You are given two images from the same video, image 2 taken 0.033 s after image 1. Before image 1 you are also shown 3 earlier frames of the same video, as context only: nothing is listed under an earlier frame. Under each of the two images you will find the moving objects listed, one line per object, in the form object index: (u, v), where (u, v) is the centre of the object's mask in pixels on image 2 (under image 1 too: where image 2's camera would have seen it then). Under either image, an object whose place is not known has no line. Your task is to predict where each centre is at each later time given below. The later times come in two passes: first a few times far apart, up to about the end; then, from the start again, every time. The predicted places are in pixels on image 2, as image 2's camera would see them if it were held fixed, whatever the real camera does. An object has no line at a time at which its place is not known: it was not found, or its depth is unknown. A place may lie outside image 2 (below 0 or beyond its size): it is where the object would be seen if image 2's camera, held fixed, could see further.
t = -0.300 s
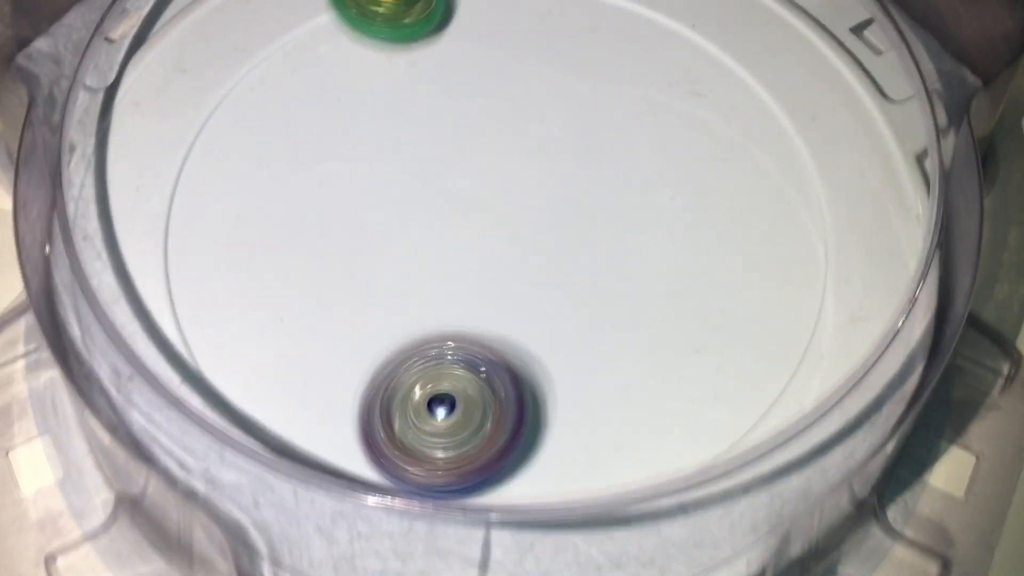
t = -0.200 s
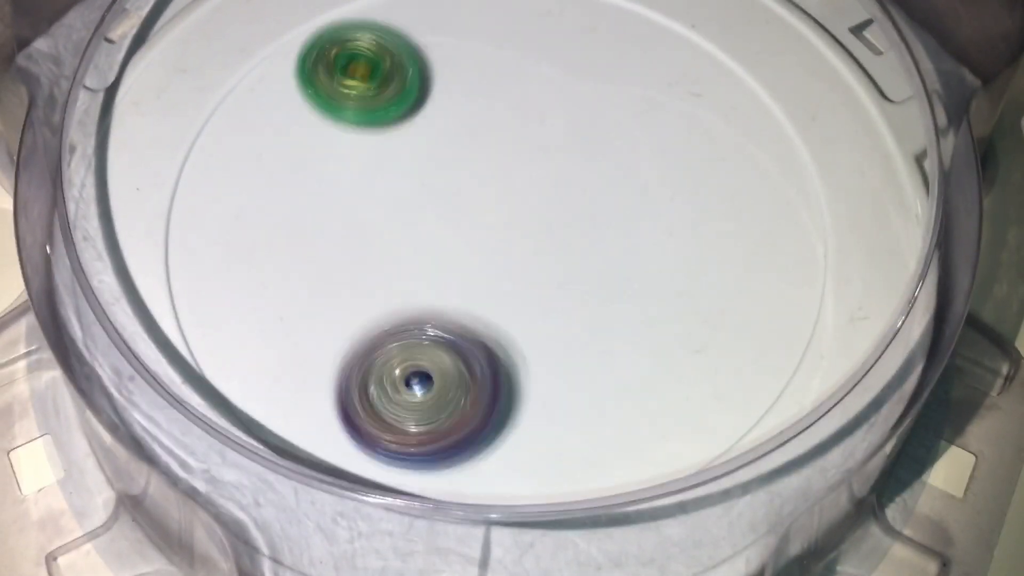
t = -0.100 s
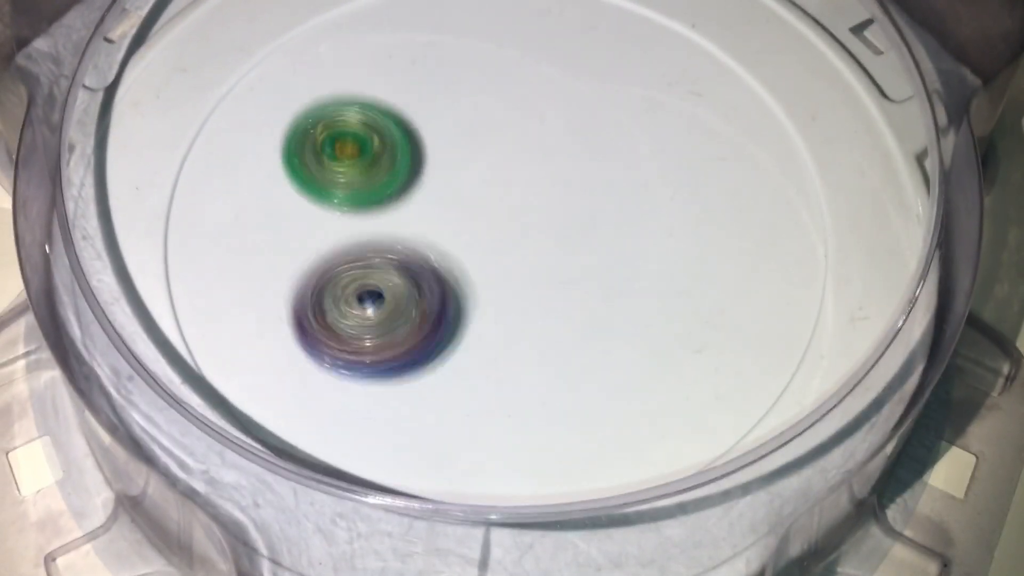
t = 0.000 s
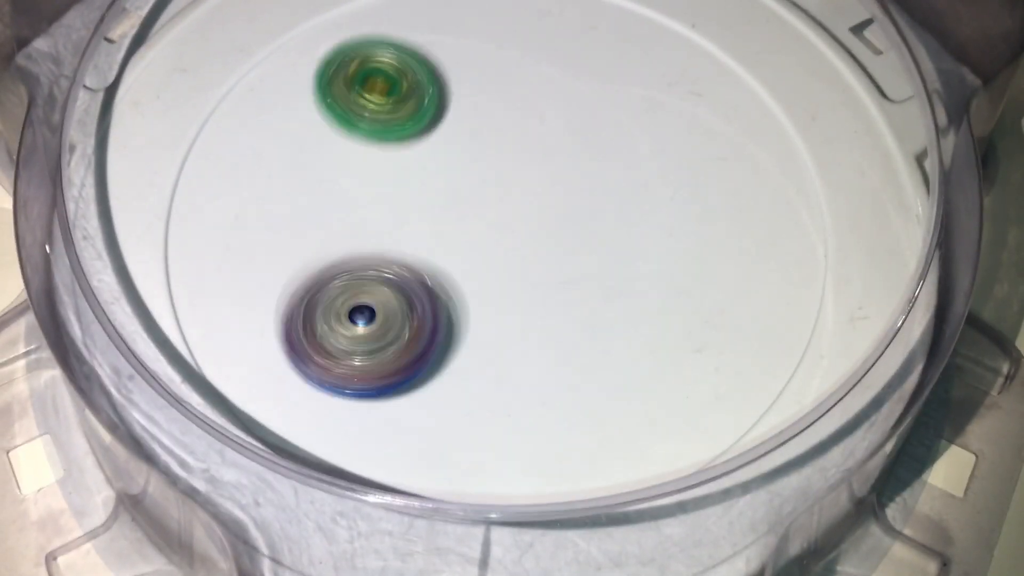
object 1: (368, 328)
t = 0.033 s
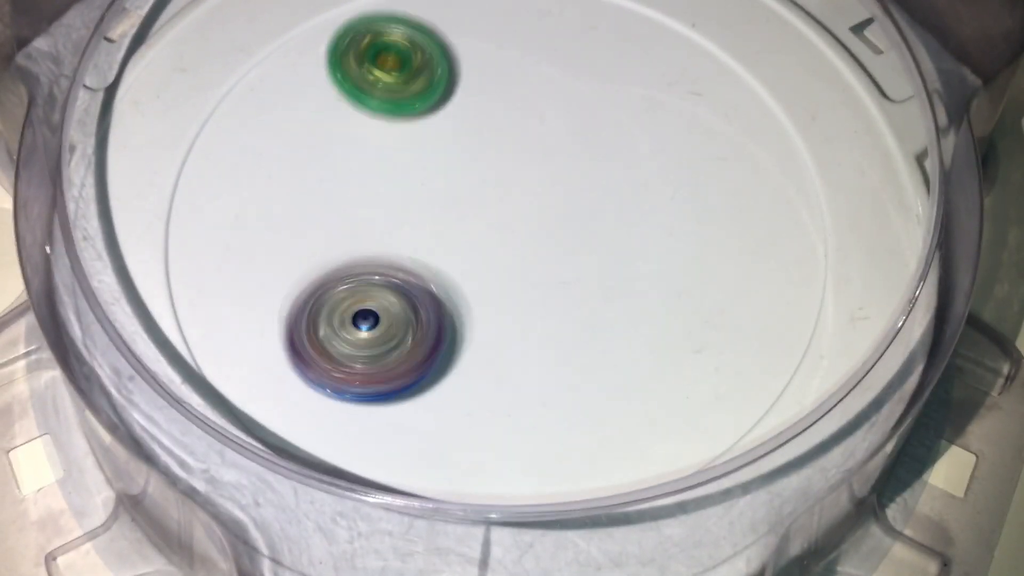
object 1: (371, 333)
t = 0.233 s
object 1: (412, 238)
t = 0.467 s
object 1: (621, 225)
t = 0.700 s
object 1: (618, 359)
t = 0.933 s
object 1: (443, 237)
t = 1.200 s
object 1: (503, 49)
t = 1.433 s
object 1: (633, 53)
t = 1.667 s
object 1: (512, 78)
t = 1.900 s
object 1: (372, 55)
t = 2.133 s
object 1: (390, 99)
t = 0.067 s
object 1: (374, 327)
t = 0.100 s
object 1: (374, 316)
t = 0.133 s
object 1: (373, 299)
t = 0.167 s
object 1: (378, 277)
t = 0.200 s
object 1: (391, 257)
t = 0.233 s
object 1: (412, 238)
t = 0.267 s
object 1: (439, 222)
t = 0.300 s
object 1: (468, 212)
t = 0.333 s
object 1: (499, 207)
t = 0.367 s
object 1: (532, 205)
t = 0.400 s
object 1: (563, 207)
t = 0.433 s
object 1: (593, 215)
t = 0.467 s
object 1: (621, 225)
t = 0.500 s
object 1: (645, 242)
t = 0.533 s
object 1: (663, 260)
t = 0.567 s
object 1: (674, 279)
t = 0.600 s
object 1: (675, 303)
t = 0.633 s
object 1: (667, 325)
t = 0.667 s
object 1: (648, 346)
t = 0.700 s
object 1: (618, 359)
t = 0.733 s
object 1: (583, 361)
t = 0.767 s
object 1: (547, 355)
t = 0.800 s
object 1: (512, 340)
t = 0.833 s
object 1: (484, 319)
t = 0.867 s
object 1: (463, 294)
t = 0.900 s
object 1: (450, 266)
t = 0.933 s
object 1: (443, 237)
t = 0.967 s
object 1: (442, 208)
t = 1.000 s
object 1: (447, 180)
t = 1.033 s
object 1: (454, 155)
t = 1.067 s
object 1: (467, 130)
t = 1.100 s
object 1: (482, 109)
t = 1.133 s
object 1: (491, 85)
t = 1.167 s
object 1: (494, 64)
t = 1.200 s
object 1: (503, 49)
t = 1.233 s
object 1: (515, 41)
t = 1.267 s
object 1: (533, 34)
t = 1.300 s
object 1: (553, 30)
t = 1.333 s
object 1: (577, 29)
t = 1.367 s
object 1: (600, 32)
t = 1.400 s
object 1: (619, 40)
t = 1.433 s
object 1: (633, 53)
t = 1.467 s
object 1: (628, 58)
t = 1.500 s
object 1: (615, 59)
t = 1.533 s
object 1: (601, 62)
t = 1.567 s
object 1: (581, 68)
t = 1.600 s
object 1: (559, 73)
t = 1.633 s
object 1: (535, 75)
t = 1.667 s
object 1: (512, 78)
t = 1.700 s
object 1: (487, 80)
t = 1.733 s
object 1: (465, 76)
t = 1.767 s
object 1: (443, 75)
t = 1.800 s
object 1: (421, 72)
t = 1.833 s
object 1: (402, 65)
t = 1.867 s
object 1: (386, 61)
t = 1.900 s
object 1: (372, 55)
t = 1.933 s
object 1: (364, 52)
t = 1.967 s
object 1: (361, 49)
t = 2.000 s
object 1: (365, 49)
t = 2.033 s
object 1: (369, 54)
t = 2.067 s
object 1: (377, 59)
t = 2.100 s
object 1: (384, 76)
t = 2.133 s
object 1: (390, 99)
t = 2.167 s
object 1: (394, 119)
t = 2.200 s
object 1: (397, 146)
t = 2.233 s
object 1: (396, 170)
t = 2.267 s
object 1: (393, 195)
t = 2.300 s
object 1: (386, 212)
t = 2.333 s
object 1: (378, 220)
